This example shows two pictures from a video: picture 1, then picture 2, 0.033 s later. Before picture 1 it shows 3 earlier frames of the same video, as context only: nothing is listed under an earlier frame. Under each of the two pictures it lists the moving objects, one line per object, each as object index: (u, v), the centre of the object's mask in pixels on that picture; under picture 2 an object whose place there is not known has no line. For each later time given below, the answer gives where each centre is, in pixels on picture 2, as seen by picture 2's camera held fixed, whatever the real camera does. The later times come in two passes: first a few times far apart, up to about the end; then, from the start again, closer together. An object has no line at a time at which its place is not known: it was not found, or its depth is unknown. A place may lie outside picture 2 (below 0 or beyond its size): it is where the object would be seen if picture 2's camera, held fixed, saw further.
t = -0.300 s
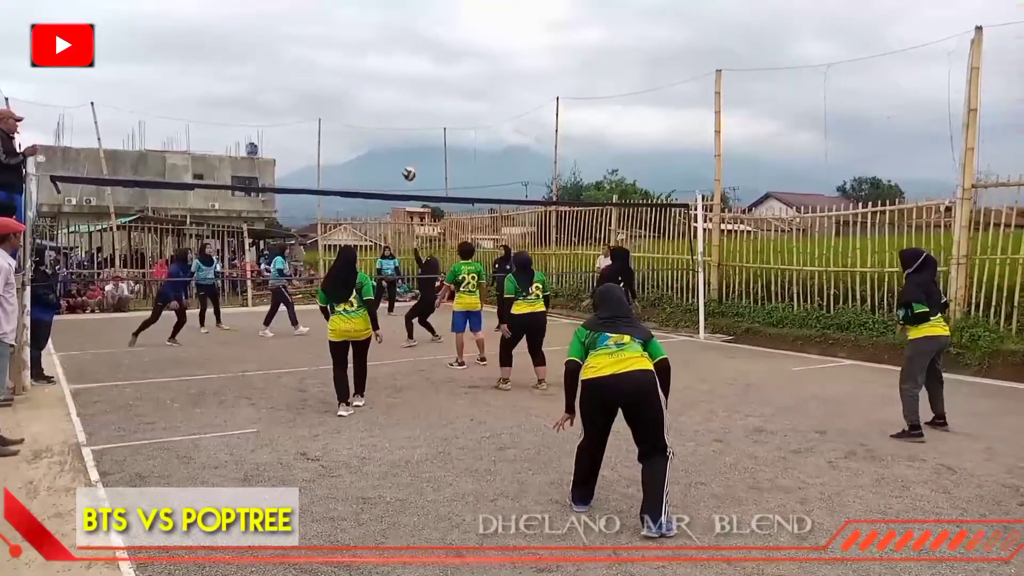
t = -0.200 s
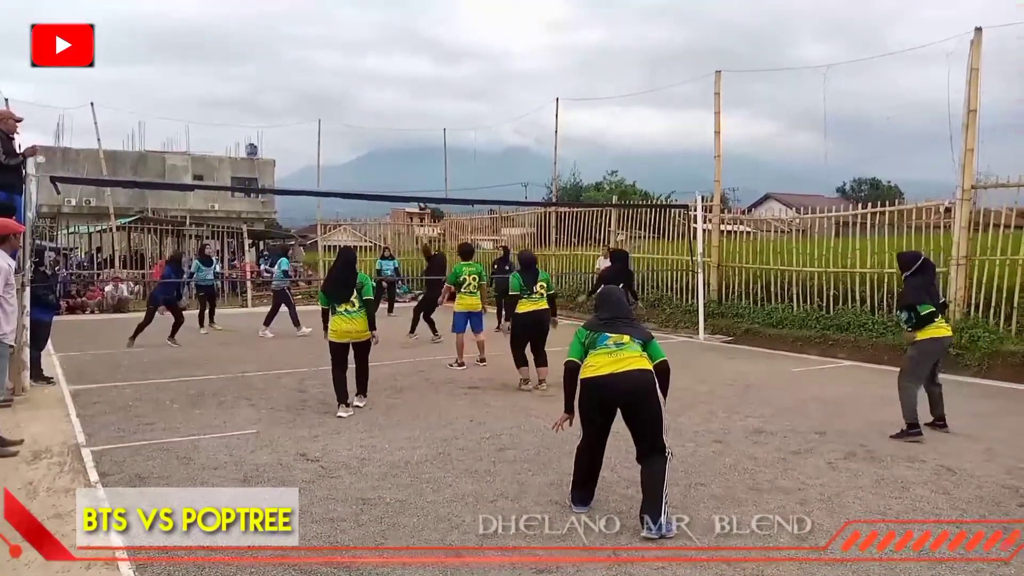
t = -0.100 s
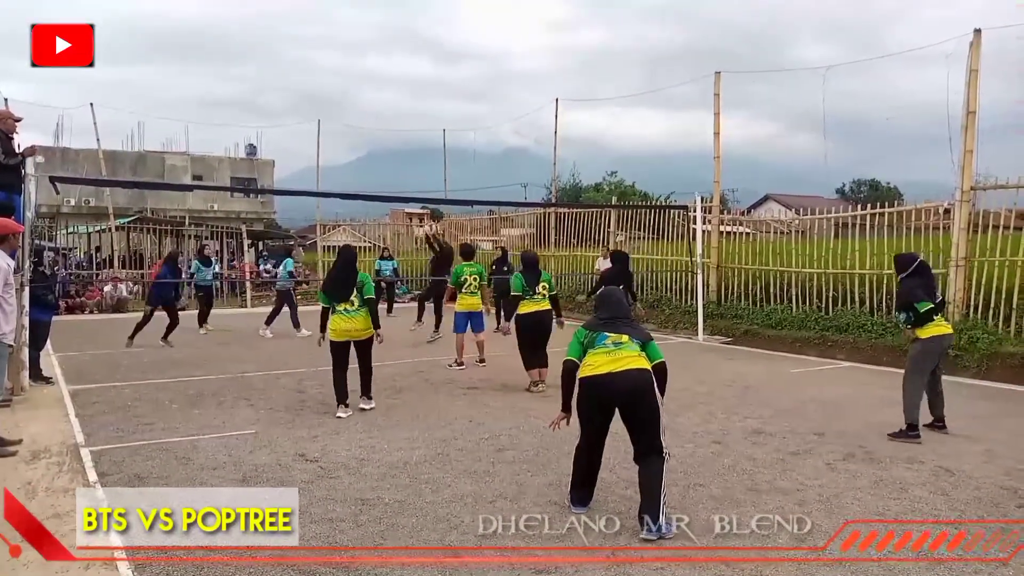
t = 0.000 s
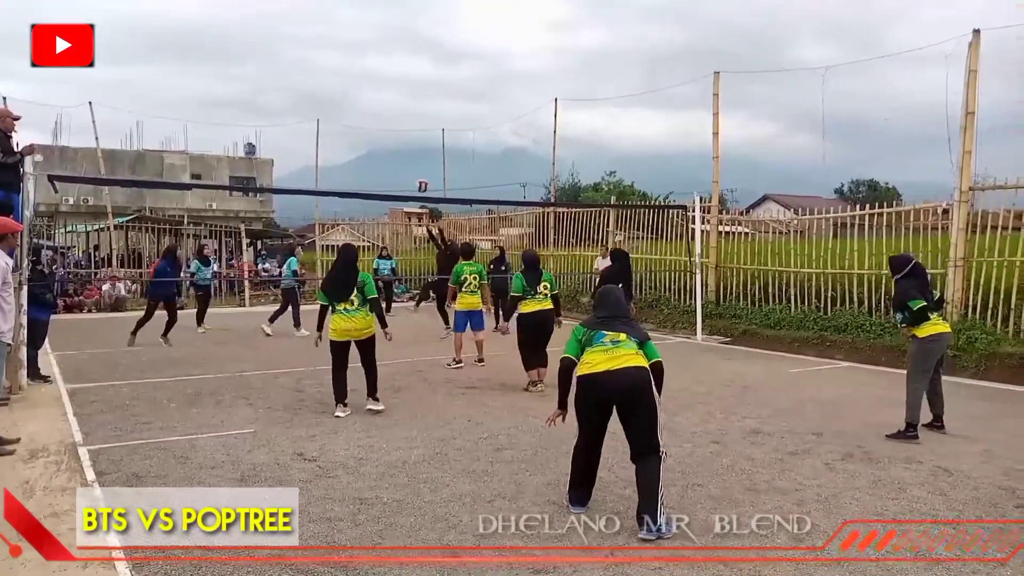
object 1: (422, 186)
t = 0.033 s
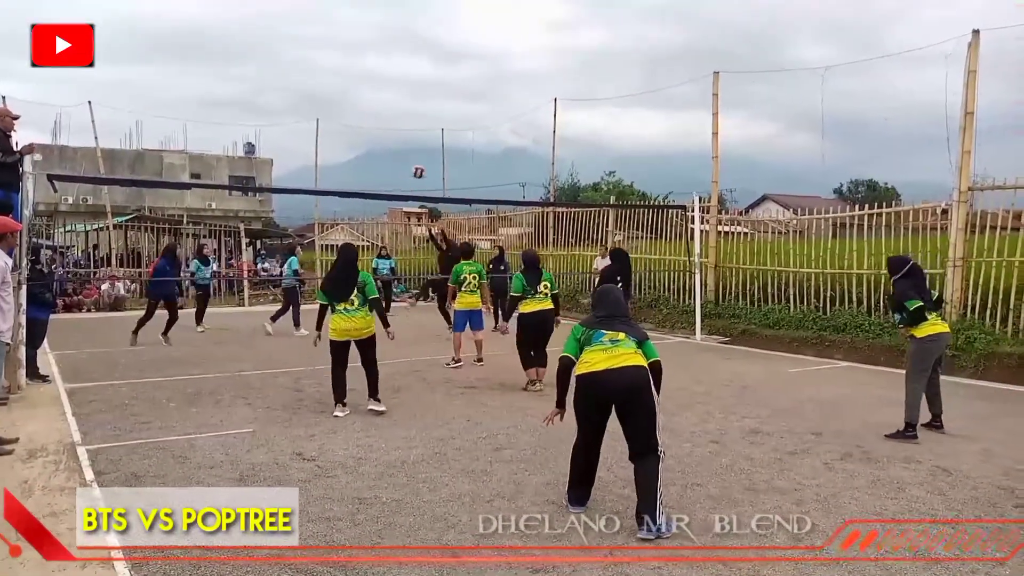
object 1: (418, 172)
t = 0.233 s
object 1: (398, 102)
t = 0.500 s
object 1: (370, 47)
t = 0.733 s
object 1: (345, 41)
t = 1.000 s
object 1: (316, 83)
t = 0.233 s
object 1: (398, 102)
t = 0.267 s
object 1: (395, 93)
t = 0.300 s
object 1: (391, 84)
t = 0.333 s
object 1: (388, 76)
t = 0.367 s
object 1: (384, 69)
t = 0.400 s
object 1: (380, 63)
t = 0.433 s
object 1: (377, 58)
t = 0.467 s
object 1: (373, 52)
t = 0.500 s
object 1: (370, 47)
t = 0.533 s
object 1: (366, 44)
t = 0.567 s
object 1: (363, 42)
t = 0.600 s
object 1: (360, 40)
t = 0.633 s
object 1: (356, 38)
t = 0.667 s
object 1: (352, 38)
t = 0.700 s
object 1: (349, 39)
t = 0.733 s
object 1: (345, 41)
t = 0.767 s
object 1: (342, 43)
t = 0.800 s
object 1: (338, 46)
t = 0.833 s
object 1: (334, 51)
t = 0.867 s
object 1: (330, 55)
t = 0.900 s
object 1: (327, 60)
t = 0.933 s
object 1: (323, 67)
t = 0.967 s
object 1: (320, 74)
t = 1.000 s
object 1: (316, 83)
